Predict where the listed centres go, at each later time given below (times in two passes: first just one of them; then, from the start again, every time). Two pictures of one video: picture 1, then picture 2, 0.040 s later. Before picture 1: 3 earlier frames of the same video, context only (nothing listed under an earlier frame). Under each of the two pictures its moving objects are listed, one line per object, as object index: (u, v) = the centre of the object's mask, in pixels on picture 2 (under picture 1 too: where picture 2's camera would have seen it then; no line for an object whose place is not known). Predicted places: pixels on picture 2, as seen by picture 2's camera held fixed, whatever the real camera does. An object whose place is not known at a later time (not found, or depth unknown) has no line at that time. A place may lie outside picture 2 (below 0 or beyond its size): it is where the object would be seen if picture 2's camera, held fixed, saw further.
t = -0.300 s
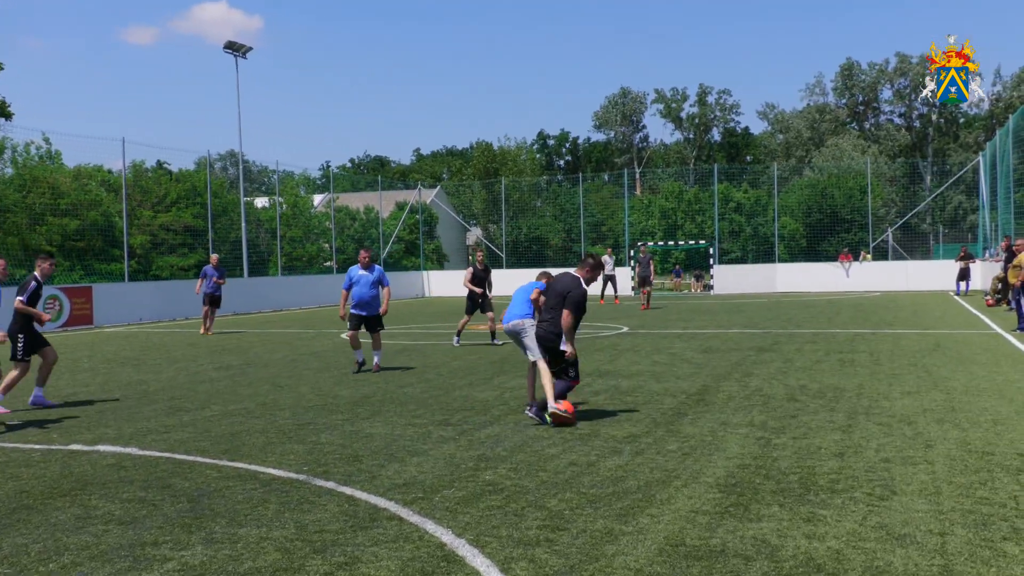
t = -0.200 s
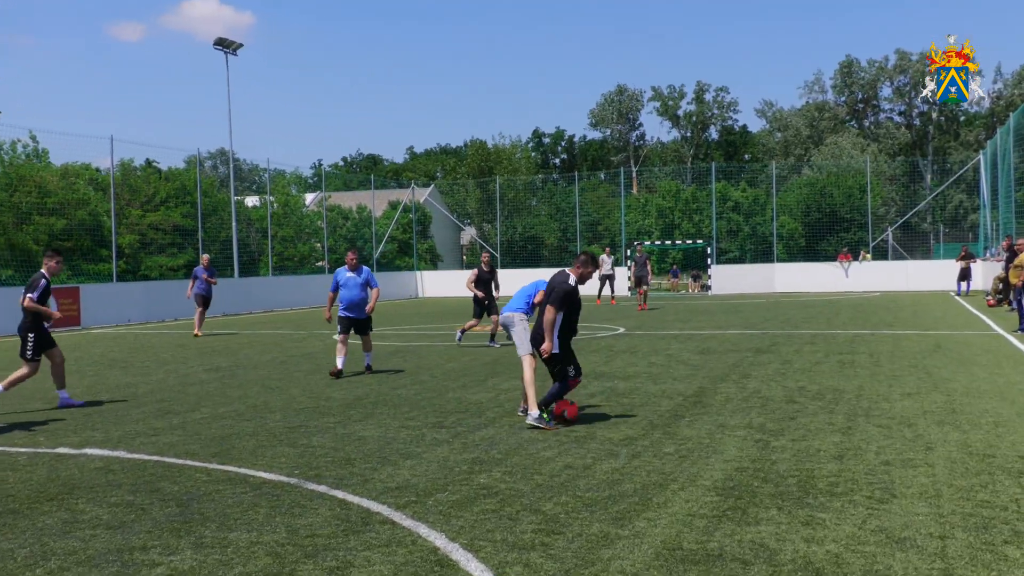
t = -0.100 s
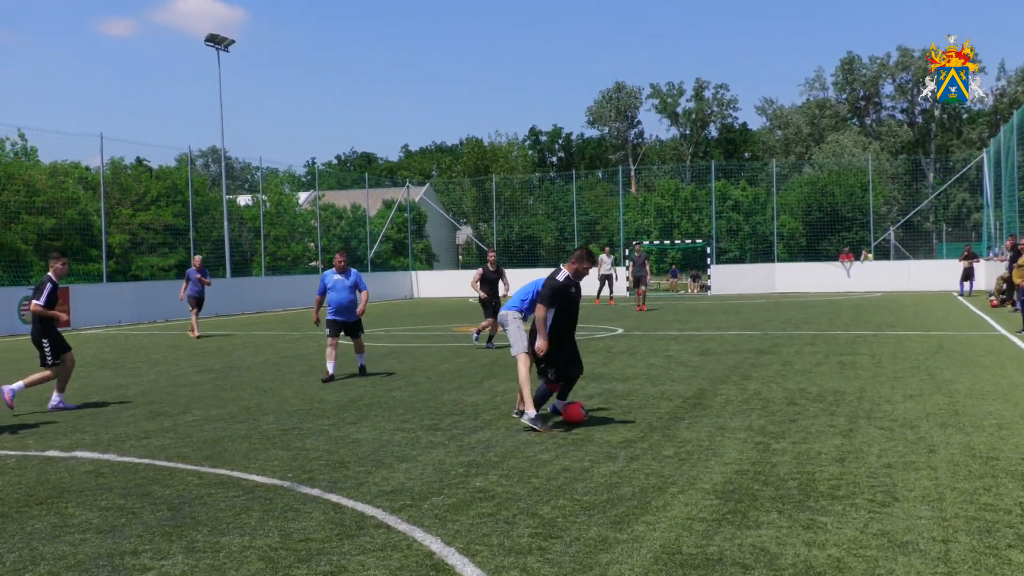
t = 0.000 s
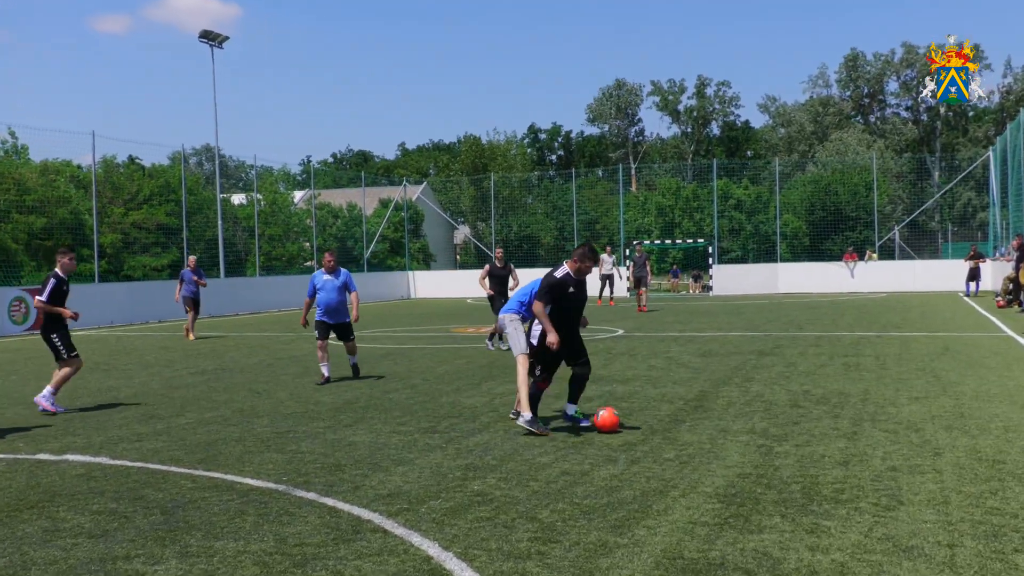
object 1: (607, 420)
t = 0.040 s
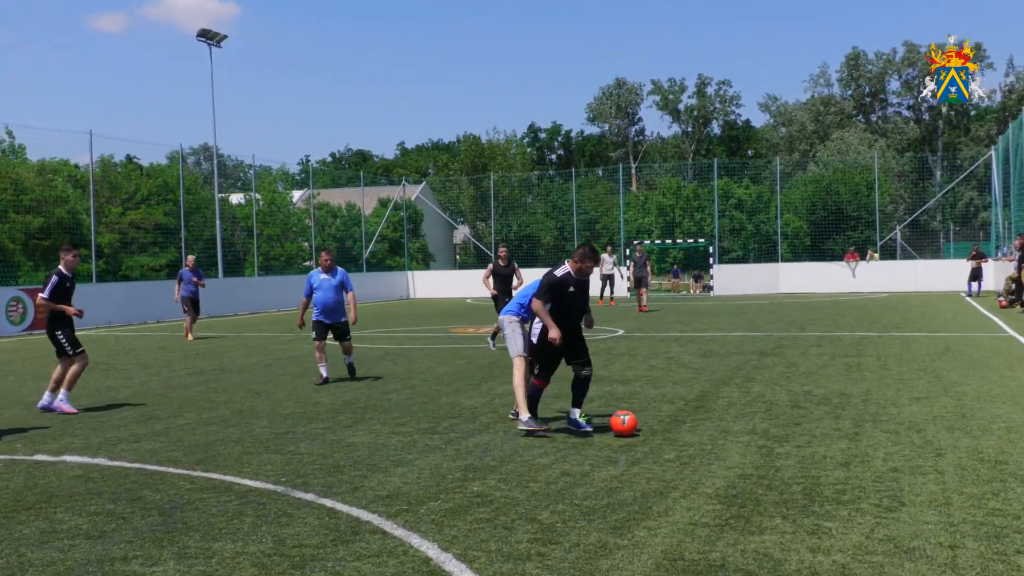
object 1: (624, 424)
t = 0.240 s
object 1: (702, 437)
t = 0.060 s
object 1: (632, 425)
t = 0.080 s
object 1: (640, 426)
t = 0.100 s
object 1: (648, 428)
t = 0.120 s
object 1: (656, 430)
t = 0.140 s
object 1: (664, 431)
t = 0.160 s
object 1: (672, 432)
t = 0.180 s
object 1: (680, 434)
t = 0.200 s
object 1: (687, 435)
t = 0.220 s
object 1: (695, 436)
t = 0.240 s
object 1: (702, 437)
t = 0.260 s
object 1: (710, 439)
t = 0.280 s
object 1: (717, 440)
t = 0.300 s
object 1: (725, 441)
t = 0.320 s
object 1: (731, 441)
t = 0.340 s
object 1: (738, 443)
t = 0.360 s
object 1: (746, 445)
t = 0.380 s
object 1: (753, 447)
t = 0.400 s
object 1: (760, 448)
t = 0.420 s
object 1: (767, 448)
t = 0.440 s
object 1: (774, 449)
